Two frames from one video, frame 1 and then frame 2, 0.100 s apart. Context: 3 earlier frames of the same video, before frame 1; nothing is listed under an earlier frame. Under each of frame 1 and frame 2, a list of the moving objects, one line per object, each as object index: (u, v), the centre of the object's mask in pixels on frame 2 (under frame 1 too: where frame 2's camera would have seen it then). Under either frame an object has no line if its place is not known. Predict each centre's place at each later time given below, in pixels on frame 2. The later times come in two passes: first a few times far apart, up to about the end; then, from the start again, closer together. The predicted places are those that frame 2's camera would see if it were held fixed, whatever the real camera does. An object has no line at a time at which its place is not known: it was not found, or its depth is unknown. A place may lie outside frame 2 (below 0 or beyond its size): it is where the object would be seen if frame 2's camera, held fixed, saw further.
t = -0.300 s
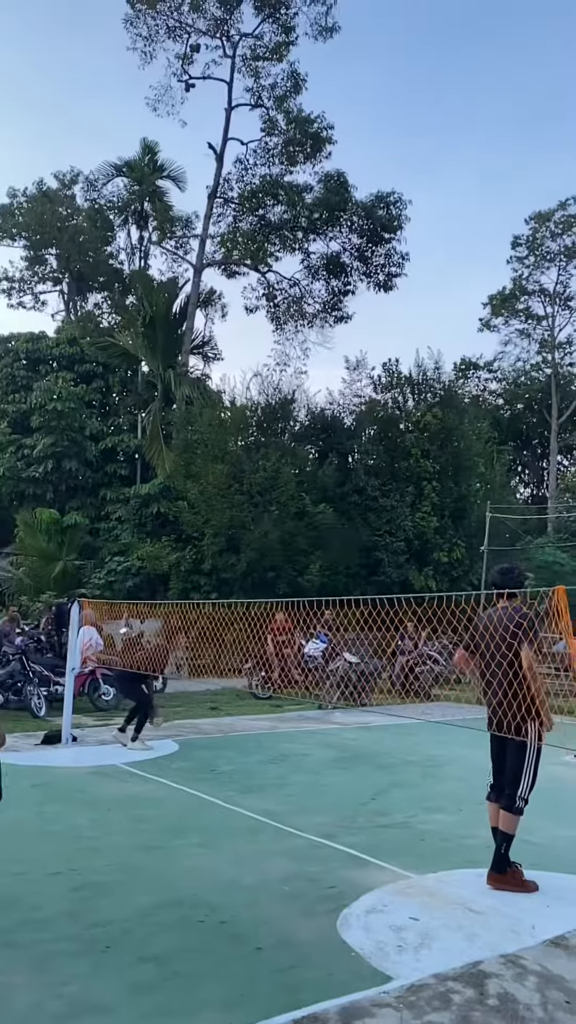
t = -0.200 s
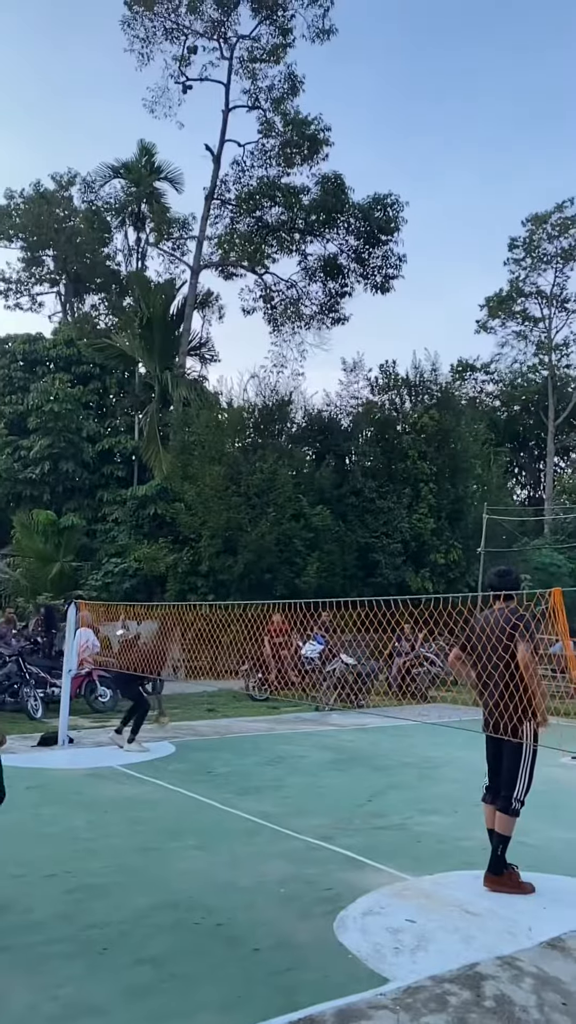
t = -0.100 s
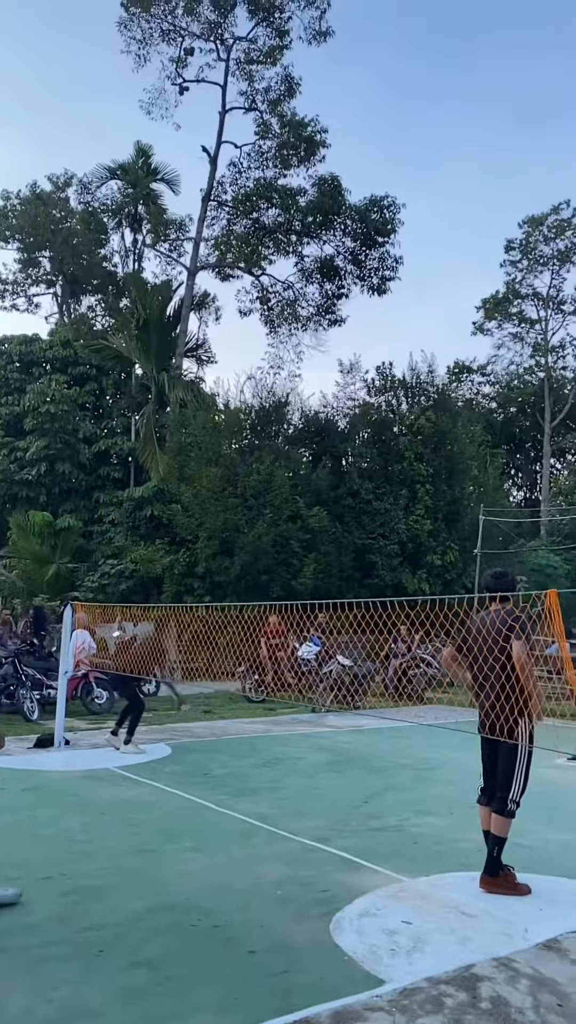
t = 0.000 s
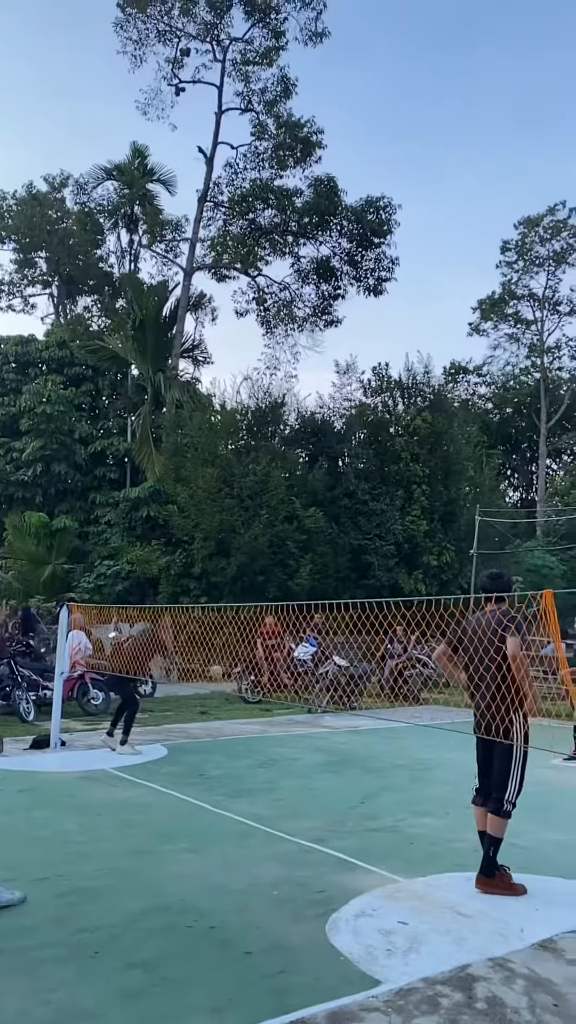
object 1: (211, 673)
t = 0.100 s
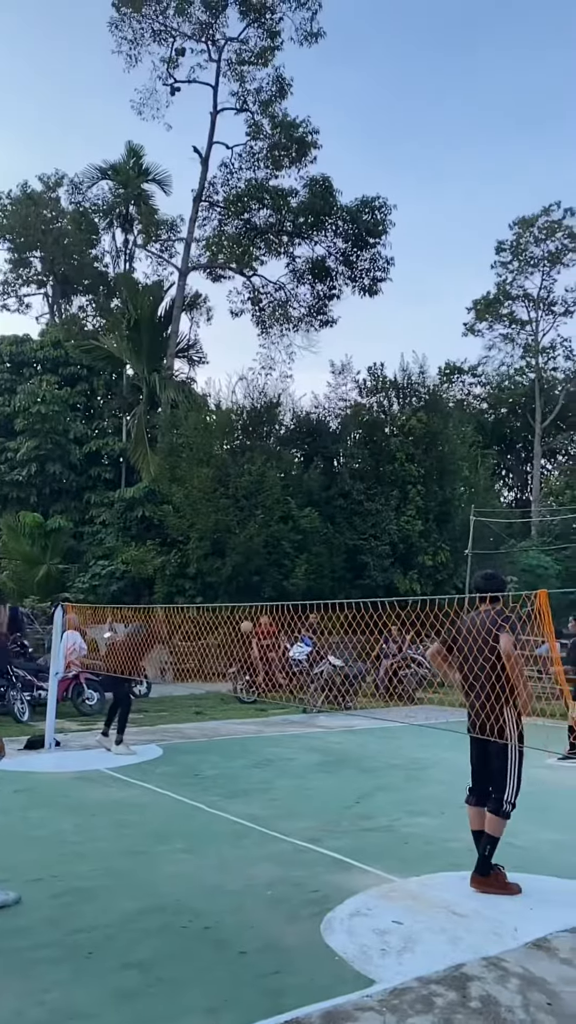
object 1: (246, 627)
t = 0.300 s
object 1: (312, 569)
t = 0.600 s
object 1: (404, 551)
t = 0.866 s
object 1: (483, 599)
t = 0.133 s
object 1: (257, 614)
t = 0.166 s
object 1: (268, 603)
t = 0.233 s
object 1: (291, 584)
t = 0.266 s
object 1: (301, 576)
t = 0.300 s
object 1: (312, 569)
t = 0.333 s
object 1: (323, 563)
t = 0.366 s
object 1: (333, 558)
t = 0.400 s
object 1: (343, 554)
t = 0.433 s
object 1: (354, 552)
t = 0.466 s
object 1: (364, 549)
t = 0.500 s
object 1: (374, 548)
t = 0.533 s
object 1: (384, 548)
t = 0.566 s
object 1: (394, 549)
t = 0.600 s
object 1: (404, 551)
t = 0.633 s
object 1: (414, 554)
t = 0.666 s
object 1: (424, 558)
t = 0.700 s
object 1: (434, 562)
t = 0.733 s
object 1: (444, 568)
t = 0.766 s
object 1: (454, 574)
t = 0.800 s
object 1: (464, 582)
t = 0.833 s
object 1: (473, 589)
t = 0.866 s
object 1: (483, 599)
